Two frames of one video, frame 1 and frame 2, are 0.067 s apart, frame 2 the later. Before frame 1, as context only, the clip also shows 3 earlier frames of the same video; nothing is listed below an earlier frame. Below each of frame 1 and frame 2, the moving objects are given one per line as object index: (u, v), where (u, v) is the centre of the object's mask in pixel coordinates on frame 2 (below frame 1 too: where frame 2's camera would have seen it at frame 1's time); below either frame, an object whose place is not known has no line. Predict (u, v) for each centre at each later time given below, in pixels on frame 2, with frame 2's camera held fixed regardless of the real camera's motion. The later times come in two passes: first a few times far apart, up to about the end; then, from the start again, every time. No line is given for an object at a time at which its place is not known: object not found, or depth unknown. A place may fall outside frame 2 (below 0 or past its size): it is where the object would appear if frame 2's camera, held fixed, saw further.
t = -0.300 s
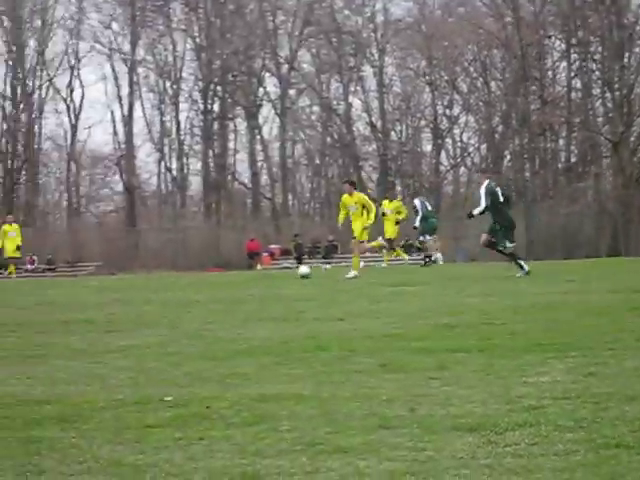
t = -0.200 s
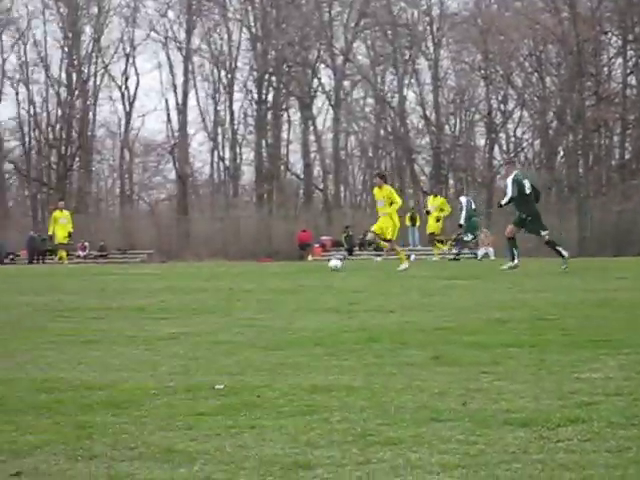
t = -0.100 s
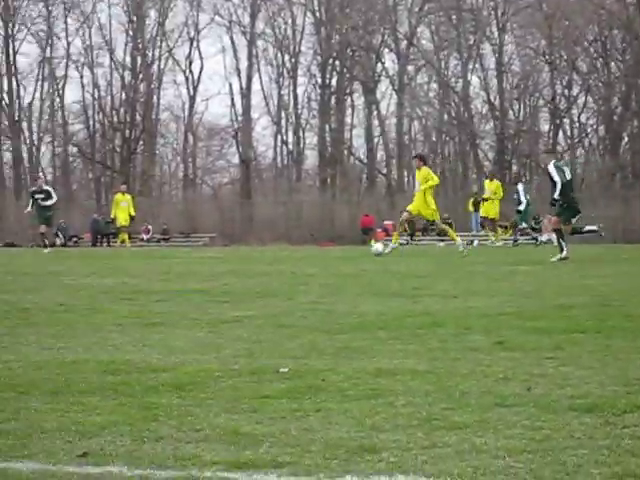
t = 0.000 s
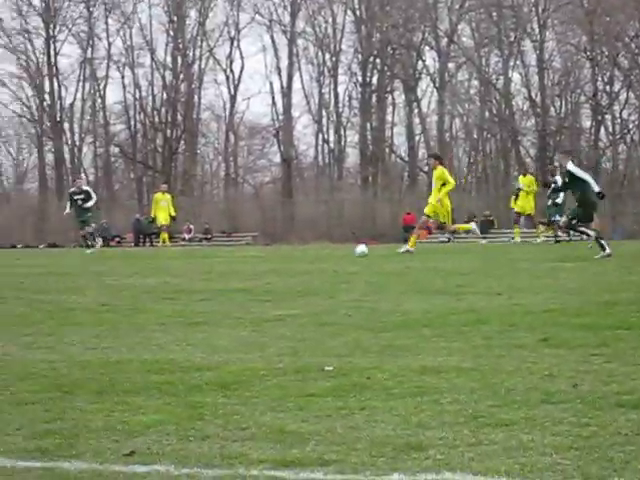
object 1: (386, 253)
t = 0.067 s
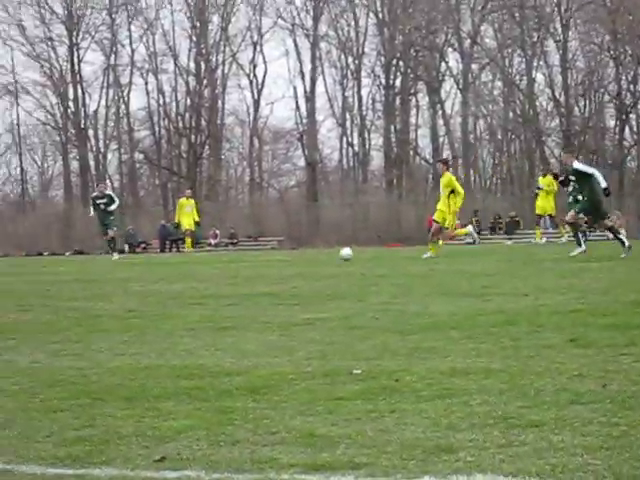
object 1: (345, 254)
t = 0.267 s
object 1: (221, 260)
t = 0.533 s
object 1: (59, 268)
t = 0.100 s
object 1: (325, 254)
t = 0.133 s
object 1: (305, 255)
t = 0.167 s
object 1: (284, 256)
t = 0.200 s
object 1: (263, 258)
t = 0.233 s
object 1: (242, 259)
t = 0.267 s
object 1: (221, 260)
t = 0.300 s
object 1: (202, 261)
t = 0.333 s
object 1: (181, 262)
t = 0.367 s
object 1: (160, 263)
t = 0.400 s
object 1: (140, 263)
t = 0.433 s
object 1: (118, 263)
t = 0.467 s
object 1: (97, 265)
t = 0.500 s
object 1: (76, 266)
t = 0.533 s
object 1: (59, 268)
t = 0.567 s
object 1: (38, 268)
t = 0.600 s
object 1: (17, 268)
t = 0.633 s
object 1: (-6, 269)
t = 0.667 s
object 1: (-28, 270)
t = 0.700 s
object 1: (-49, 270)
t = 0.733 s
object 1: (-71, 270)
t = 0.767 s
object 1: (-94, 271)
